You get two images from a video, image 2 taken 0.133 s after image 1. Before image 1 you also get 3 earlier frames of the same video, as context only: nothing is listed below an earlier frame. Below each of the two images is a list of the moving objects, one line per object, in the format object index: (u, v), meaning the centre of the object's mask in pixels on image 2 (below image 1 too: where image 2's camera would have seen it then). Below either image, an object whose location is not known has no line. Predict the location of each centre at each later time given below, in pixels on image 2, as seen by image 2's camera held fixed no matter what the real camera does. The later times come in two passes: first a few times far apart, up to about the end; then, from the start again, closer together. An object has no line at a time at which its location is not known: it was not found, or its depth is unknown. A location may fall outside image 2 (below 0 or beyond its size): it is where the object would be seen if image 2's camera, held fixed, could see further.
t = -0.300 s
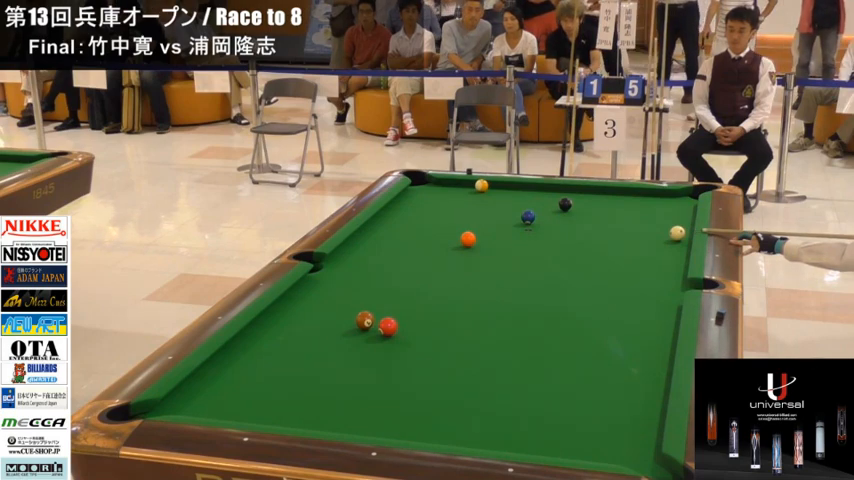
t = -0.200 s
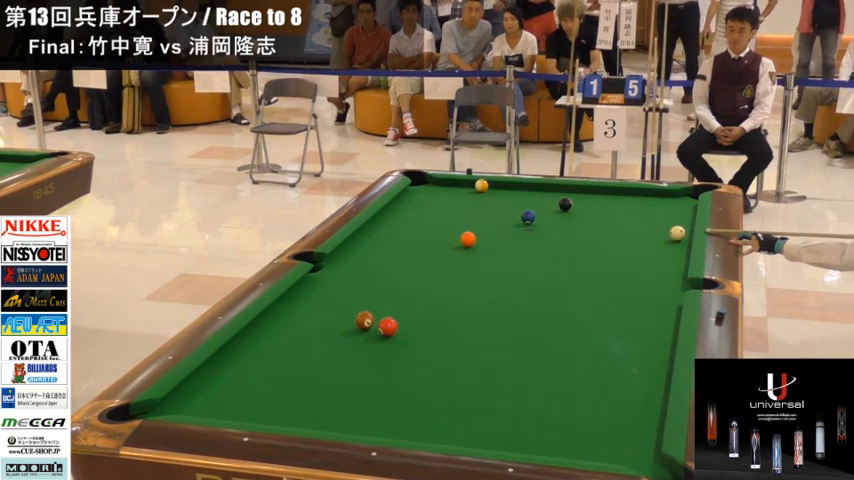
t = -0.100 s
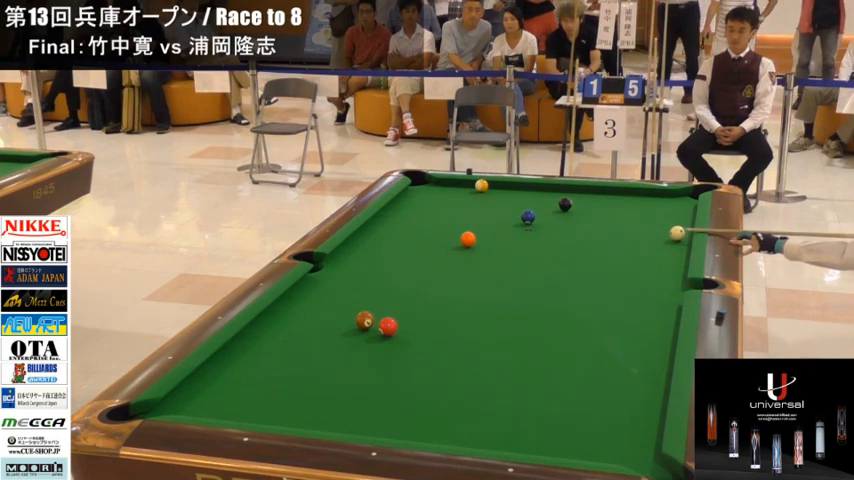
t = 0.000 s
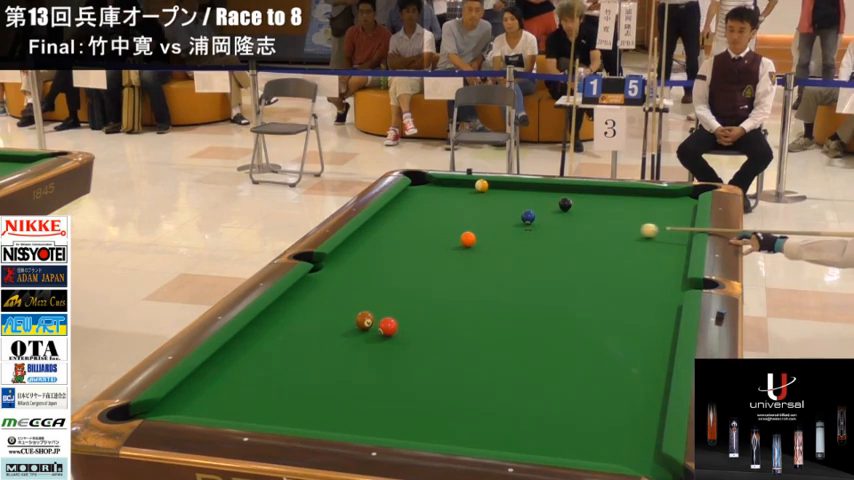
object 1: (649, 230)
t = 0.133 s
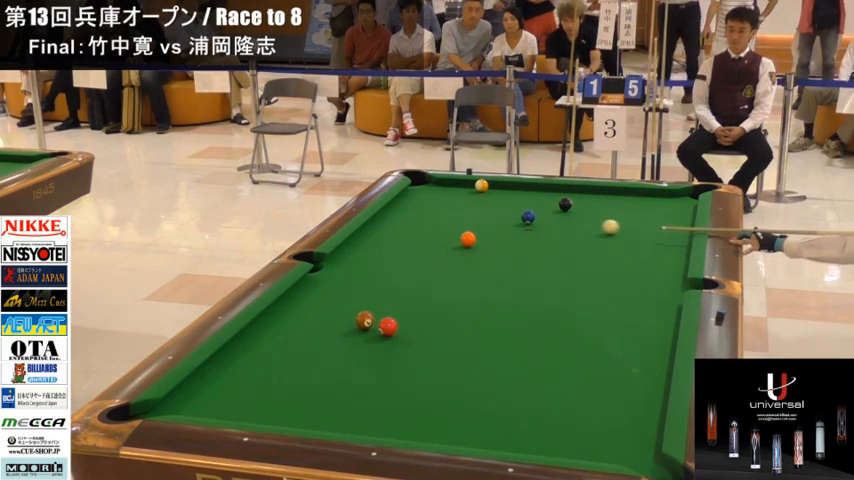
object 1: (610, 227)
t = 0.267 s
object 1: (573, 223)
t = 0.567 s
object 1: (514, 223)
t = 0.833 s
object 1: (476, 225)
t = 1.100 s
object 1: (439, 229)
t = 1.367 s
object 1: (402, 232)
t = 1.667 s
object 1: (362, 234)
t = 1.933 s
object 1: (370, 239)
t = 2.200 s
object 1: (384, 244)
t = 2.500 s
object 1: (398, 248)
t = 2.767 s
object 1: (410, 252)
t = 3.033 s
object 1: (422, 256)
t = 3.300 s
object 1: (433, 260)
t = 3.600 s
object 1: (444, 263)
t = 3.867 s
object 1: (453, 266)
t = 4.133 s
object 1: (460, 269)
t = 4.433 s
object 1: (468, 271)
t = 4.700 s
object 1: (475, 273)
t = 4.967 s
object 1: (480, 274)
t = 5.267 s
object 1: (484, 276)
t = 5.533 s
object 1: (487, 277)
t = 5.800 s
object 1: (489, 277)
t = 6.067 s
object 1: (489, 277)
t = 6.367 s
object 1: (489, 277)
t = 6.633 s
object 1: (489, 277)
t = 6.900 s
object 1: (489, 277)
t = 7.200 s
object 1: (489, 277)
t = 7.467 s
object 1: (489, 277)
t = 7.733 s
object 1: (489, 278)
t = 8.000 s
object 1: (489, 277)
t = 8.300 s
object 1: (489, 277)
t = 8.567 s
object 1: (489, 278)
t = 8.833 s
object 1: (489, 278)
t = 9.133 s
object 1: (489, 278)
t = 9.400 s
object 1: (489, 278)
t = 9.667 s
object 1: (489, 278)
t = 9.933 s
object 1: (489, 278)
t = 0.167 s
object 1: (600, 226)
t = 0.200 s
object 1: (591, 225)
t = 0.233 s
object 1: (582, 224)
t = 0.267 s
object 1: (573, 223)
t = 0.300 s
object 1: (564, 222)
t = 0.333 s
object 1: (555, 222)
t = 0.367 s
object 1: (546, 221)
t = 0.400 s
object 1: (537, 220)
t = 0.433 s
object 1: (533, 221)
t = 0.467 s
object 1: (529, 221)
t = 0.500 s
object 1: (524, 222)
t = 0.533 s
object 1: (519, 222)
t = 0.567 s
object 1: (514, 223)
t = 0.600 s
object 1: (509, 223)
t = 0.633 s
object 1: (505, 223)
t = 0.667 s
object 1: (500, 224)
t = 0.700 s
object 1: (495, 224)
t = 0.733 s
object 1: (490, 224)
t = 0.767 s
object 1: (486, 225)
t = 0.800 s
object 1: (481, 225)
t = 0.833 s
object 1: (476, 225)
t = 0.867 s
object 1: (471, 225)
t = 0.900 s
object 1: (467, 225)
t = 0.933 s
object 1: (461, 226)
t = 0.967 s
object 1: (457, 227)
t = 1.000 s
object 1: (452, 227)
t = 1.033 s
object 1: (448, 228)
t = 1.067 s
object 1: (443, 228)
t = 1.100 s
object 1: (439, 229)
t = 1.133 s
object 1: (434, 229)
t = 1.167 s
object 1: (429, 229)
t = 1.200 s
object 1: (425, 230)
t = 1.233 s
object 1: (420, 230)
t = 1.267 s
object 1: (416, 231)
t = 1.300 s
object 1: (411, 231)
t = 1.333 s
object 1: (407, 231)
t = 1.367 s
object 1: (402, 232)
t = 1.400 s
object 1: (397, 232)
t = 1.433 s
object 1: (393, 232)
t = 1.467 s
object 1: (389, 233)
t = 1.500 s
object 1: (384, 233)
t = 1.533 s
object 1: (380, 233)
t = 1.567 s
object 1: (375, 234)
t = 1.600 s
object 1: (371, 234)
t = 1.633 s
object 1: (366, 234)
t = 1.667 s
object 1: (362, 234)
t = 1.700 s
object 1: (358, 235)
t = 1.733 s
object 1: (359, 235)
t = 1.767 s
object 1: (361, 236)
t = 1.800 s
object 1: (363, 237)
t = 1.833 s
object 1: (367, 238)
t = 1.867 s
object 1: (369, 238)
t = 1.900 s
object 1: (369, 238)
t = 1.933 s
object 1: (370, 239)
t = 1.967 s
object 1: (372, 239)
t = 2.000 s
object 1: (373, 240)
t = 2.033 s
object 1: (375, 241)
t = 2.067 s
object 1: (377, 241)
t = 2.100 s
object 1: (379, 242)
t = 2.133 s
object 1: (380, 242)
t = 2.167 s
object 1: (382, 243)
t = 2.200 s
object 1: (384, 244)
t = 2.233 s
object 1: (385, 244)
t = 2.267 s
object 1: (387, 244)
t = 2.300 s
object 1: (389, 245)
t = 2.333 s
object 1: (390, 246)
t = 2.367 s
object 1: (392, 246)
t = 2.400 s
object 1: (394, 247)
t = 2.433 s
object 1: (395, 247)
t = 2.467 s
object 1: (397, 248)
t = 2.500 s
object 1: (398, 248)
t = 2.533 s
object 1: (400, 249)
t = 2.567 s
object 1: (401, 249)
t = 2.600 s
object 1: (403, 250)
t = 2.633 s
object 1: (404, 250)
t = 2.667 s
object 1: (406, 251)
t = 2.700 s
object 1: (408, 251)
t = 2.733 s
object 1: (409, 252)
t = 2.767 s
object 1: (410, 252)
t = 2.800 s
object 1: (412, 253)
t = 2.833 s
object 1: (414, 253)
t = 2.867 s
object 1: (415, 253)
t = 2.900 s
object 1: (416, 254)
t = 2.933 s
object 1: (418, 254)
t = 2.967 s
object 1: (419, 255)
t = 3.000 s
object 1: (421, 255)
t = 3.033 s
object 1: (422, 256)
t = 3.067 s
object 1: (424, 256)
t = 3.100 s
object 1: (425, 257)
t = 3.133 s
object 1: (426, 257)
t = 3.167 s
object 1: (427, 258)
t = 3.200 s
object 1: (429, 258)
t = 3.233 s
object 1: (430, 258)
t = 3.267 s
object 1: (431, 259)
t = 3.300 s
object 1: (433, 260)
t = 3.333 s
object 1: (434, 260)
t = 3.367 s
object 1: (435, 260)
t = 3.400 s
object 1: (436, 261)
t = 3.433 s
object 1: (438, 261)
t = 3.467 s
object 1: (439, 262)
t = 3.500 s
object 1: (440, 262)
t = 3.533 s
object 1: (441, 262)
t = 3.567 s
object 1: (442, 263)
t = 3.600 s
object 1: (444, 263)
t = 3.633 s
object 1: (445, 263)
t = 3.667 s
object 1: (446, 264)
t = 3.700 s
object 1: (447, 264)
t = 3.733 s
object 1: (448, 265)
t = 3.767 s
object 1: (449, 265)
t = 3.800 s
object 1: (450, 265)
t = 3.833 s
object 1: (452, 265)
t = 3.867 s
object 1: (453, 266)
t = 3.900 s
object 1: (454, 266)
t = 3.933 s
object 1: (455, 267)
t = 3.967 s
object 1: (456, 267)
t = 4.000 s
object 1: (457, 267)
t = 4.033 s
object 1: (458, 268)
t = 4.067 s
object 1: (459, 268)
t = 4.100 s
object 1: (460, 268)
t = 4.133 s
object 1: (460, 269)
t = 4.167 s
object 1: (461, 269)
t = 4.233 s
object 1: (463, 269)
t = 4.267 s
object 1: (464, 270)
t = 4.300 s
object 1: (465, 270)
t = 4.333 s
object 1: (466, 270)
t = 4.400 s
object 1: (468, 271)
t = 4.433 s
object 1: (468, 271)
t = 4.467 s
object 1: (469, 271)
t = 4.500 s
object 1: (470, 272)
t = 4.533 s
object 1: (471, 272)
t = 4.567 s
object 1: (472, 272)
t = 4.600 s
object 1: (473, 272)
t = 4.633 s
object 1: (473, 273)
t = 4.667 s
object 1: (474, 273)
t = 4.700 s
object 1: (475, 273)
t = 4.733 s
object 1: (476, 273)
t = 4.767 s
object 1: (476, 273)
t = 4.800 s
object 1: (477, 273)
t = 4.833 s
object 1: (478, 274)
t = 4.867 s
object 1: (478, 274)
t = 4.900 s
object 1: (479, 274)
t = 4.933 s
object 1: (479, 274)
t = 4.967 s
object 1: (480, 274)
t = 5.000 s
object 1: (481, 275)
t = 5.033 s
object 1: (481, 275)
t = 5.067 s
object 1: (482, 275)
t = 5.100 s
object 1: (482, 275)
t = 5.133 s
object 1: (482, 275)
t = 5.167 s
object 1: (483, 275)
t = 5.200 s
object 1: (483, 276)
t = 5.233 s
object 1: (484, 276)
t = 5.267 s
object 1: (484, 276)
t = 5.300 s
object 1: (485, 276)
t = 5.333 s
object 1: (485, 276)
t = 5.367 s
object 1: (485, 276)
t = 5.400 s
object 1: (486, 276)
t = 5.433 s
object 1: (486, 276)
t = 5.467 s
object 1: (486, 276)
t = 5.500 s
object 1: (487, 277)
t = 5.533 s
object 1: (487, 277)
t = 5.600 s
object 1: (487, 277)
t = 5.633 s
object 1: (487, 277)
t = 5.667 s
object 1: (488, 277)
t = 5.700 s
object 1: (488, 277)
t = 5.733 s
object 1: (488, 277)
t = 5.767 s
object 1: (488, 277)
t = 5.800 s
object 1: (489, 277)
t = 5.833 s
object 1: (489, 277)
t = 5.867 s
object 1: (489, 277)
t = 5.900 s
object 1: (489, 277)
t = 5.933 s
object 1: (489, 277)
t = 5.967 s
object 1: (489, 278)
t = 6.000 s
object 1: (489, 277)
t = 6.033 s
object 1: (489, 277)
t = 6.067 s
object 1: (489, 277)
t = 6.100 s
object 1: (489, 277)
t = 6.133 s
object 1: (489, 277)
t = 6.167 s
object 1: (489, 277)
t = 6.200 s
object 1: (489, 277)
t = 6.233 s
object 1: (489, 277)
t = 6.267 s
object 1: (489, 277)
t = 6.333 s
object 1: (489, 277)
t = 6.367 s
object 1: (489, 277)
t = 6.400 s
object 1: (489, 277)
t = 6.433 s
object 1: (489, 277)
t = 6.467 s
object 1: (489, 277)
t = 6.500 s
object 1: (489, 277)
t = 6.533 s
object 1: (489, 277)
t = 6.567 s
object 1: (489, 277)
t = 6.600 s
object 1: (489, 277)
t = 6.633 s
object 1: (489, 277)
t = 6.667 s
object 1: (489, 277)
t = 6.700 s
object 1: (489, 277)
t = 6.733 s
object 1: (489, 277)
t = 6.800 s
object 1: (489, 277)
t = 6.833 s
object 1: (489, 277)
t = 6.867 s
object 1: (489, 277)
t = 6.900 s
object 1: (489, 277)
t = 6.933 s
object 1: (489, 277)
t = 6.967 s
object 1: (489, 277)
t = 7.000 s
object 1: (489, 277)
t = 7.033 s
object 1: (489, 277)
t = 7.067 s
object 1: (489, 277)
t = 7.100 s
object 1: (489, 277)
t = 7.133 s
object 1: (489, 277)
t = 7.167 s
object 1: (489, 277)
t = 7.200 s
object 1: (489, 277)
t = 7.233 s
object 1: (489, 277)
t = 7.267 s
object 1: (489, 277)
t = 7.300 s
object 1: (489, 277)
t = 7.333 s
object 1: (489, 277)
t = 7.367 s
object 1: (489, 277)
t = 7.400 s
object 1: (489, 277)
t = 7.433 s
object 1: (489, 277)
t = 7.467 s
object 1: (489, 277)
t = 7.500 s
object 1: (489, 277)
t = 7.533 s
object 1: (489, 277)
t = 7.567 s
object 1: (489, 277)
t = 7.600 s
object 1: (489, 277)
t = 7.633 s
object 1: (489, 277)
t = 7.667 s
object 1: (489, 277)
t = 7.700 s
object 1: (489, 277)
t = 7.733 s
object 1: (489, 278)
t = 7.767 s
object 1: (489, 277)
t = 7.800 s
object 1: (489, 277)
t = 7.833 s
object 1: (489, 277)
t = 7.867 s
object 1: (489, 277)
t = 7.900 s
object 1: (489, 277)
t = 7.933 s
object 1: (489, 277)
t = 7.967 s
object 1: (489, 277)
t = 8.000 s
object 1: (489, 277)
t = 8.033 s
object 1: (489, 277)
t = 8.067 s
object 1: (489, 277)
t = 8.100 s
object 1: (489, 277)
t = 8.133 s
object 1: (489, 277)
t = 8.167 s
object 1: (489, 277)
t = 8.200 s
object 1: (489, 277)
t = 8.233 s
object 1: (489, 277)
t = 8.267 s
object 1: (489, 277)
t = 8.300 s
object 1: (489, 277)
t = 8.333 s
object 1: (489, 277)
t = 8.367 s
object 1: (489, 277)
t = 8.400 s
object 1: (489, 277)
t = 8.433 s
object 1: (489, 277)
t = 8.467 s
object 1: (489, 277)
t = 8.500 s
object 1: (489, 277)
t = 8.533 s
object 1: (489, 277)
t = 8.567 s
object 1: (489, 278)
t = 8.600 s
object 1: (489, 277)
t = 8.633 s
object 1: (489, 277)
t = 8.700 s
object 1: (489, 277)
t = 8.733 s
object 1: (489, 277)
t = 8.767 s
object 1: (489, 277)
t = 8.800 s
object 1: (489, 277)
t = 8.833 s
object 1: (489, 278)
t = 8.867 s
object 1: (489, 277)
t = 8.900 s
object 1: (489, 278)
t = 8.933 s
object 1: (489, 277)
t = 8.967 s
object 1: (489, 277)
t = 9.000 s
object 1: (489, 277)
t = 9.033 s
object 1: (489, 277)
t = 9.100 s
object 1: (489, 277)
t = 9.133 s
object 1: (489, 278)
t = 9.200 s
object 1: (489, 277)
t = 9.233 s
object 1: (489, 278)
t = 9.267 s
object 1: (489, 278)
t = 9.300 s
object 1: (489, 278)
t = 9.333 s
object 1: (489, 278)
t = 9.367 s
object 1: (489, 278)
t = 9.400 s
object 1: (489, 278)
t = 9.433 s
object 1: (489, 278)
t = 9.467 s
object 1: (489, 278)
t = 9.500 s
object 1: (489, 278)
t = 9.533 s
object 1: (489, 278)
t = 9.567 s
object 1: (489, 278)
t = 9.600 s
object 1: (489, 278)
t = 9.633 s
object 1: (489, 278)
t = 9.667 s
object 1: (489, 278)
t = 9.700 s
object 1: (489, 278)
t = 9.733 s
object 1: (489, 278)
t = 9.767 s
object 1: (489, 278)
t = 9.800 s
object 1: (489, 278)
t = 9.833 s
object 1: (489, 278)
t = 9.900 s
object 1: (489, 278)
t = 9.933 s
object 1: (489, 278)
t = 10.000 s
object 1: (489, 277)
